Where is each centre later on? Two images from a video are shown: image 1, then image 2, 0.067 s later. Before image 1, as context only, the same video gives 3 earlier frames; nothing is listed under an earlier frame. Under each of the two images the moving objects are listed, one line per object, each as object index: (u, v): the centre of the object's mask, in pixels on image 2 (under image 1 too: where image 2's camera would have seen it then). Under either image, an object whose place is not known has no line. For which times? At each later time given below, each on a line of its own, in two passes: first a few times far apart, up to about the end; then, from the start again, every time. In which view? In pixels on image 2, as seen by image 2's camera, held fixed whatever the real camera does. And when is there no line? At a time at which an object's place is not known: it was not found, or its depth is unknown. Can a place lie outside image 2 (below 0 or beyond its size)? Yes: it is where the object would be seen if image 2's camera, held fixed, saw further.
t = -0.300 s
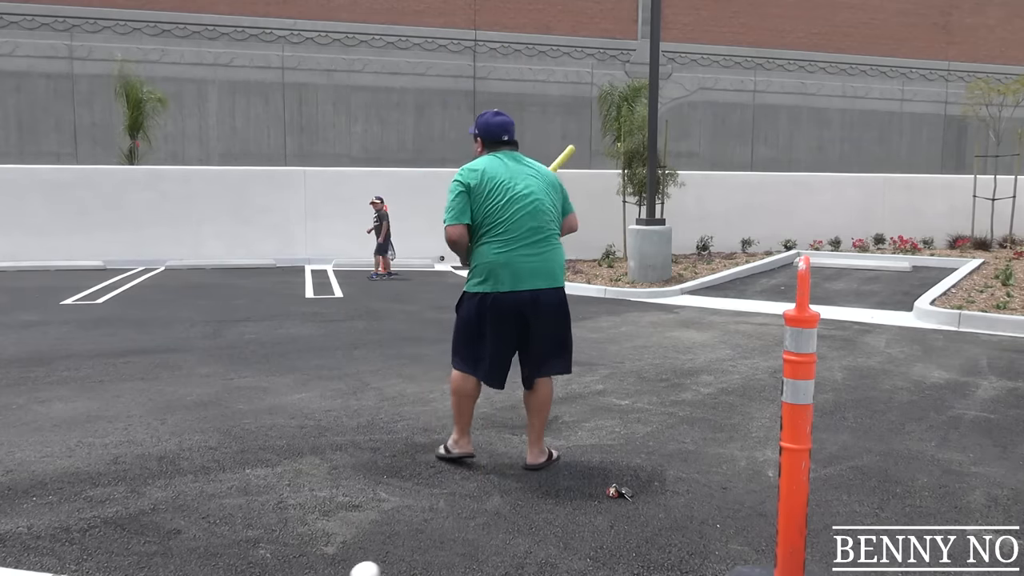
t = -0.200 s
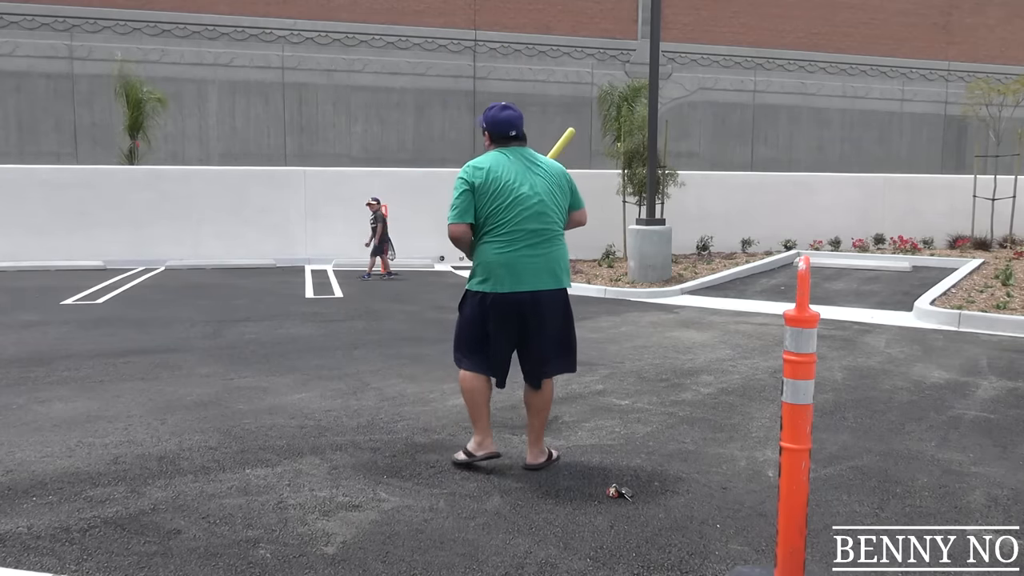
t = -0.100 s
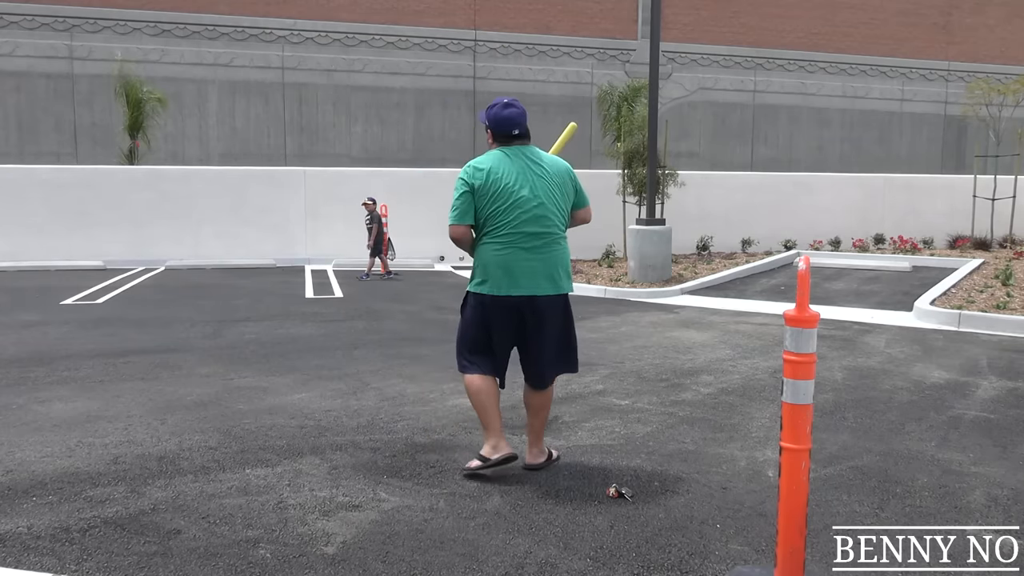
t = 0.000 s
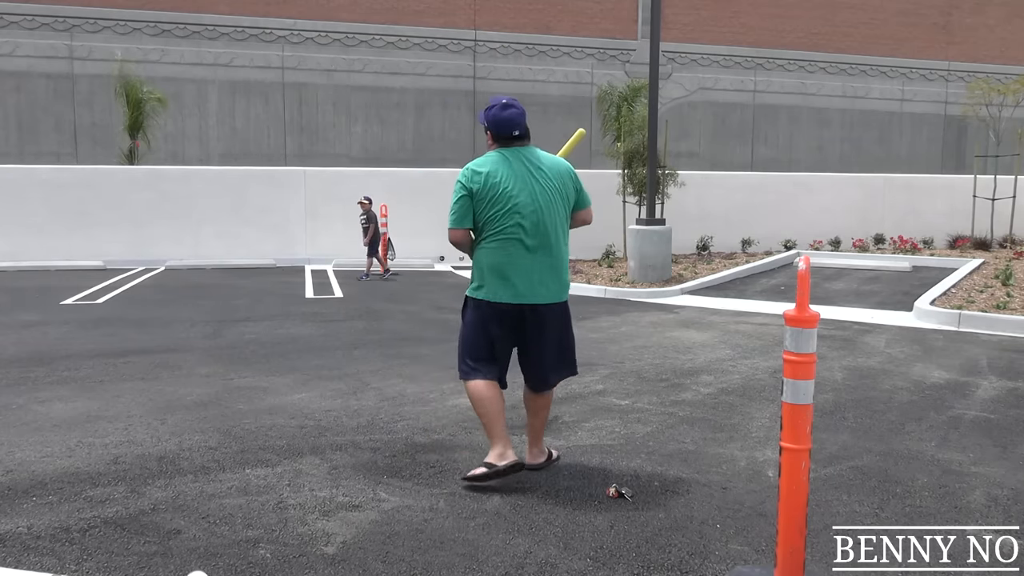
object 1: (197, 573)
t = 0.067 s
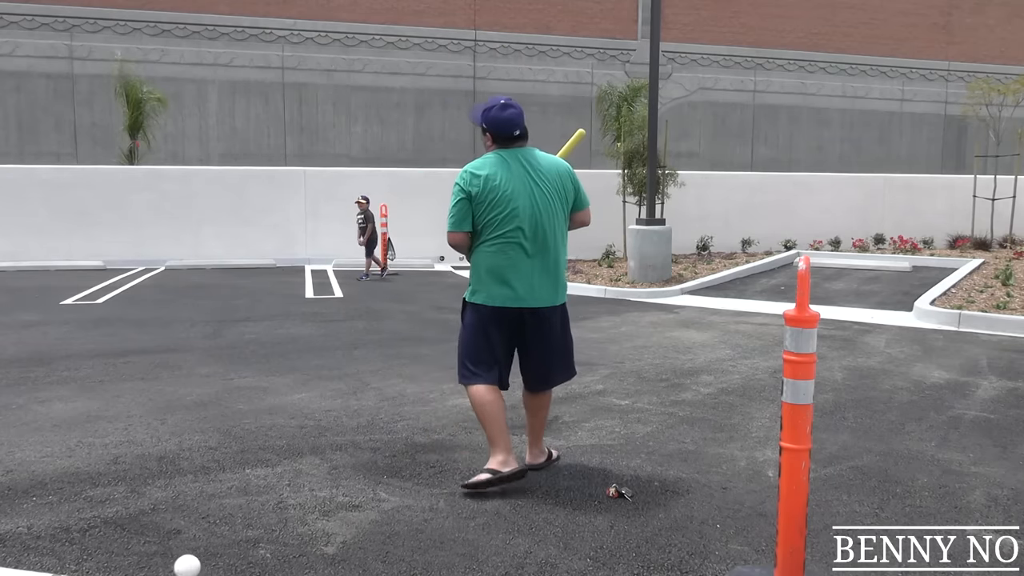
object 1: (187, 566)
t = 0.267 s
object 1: (152, 561)
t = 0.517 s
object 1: (84, 537)
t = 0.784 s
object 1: (23, 513)
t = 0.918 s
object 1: (3, 500)
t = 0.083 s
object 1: (184, 565)
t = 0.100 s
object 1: (181, 564)
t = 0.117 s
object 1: (180, 564)
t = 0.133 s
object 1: (178, 565)
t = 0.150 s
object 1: (176, 565)
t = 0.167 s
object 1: (174, 567)
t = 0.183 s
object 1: (171, 568)
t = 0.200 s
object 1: (170, 570)
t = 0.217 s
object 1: (169, 572)
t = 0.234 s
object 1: (163, 569)
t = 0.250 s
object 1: (158, 566)
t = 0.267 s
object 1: (152, 561)
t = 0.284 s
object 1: (147, 556)
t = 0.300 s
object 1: (142, 552)
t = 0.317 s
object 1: (137, 549)
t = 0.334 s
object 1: (133, 546)
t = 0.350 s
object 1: (128, 544)
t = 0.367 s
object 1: (123, 544)
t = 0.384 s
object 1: (118, 544)
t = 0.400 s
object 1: (114, 544)
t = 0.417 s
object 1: (110, 545)
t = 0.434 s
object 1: (105, 547)
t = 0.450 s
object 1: (101, 550)
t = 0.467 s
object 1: (96, 550)
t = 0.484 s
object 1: (92, 546)
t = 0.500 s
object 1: (88, 541)
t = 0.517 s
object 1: (84, 537)
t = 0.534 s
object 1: (80, 534)
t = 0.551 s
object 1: (76, 532)
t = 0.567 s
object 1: (71, 530)
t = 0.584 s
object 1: (67, 530)
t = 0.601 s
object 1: (64, 530)
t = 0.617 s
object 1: (60, 532)
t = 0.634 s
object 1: (57, 528)
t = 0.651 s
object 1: (53, 525)
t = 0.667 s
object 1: (49, 523)
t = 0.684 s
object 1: (44, 522)
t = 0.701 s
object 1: (40, 520)
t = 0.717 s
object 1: (37, 520)
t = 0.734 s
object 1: (33, 518)
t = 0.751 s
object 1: (30, 516)
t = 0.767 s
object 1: (27, 515)
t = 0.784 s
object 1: (23, 513)
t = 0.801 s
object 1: (19, 511)
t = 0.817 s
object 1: (16, 510)
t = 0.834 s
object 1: (13, 508)
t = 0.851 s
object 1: (10, 507)
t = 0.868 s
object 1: (8, 505)
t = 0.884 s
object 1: (6, 503)
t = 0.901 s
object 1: (4, 501)
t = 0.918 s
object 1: (3, 500)
